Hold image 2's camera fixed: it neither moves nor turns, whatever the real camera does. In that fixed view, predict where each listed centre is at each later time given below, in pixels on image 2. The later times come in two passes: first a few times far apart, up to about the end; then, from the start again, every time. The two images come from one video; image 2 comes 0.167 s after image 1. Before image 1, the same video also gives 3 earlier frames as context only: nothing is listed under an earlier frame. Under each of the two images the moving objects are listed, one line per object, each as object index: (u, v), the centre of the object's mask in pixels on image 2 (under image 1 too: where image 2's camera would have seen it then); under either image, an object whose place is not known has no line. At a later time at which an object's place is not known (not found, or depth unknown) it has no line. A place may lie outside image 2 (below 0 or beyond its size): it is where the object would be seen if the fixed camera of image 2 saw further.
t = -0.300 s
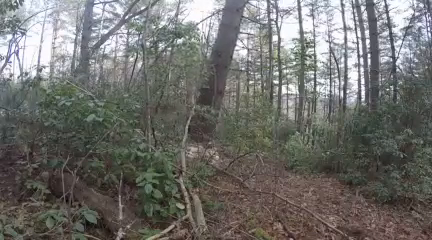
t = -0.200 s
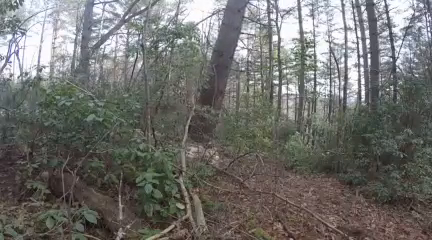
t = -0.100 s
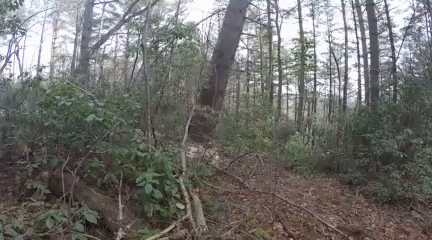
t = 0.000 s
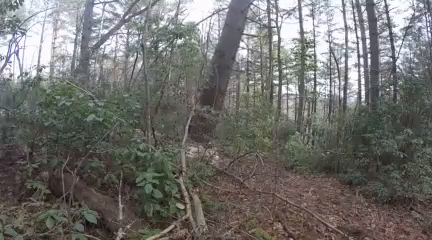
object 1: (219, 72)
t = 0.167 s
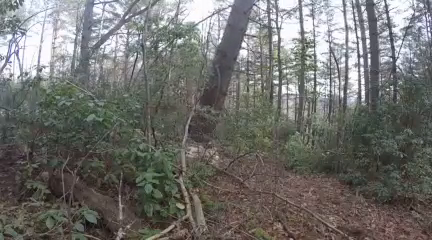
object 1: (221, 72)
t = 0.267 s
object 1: (222, 72)
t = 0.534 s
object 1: (225, 72)
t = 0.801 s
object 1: (228, 72)
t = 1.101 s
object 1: (232, 73)
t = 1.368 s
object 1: (238, 72)
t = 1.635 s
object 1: (243, 72)
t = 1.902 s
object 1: (248, 72)
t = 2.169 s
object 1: (255, 72)
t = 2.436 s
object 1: (261, 73)
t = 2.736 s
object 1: (270, 73)
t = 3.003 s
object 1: (277, 76)
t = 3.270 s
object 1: (292, 72)
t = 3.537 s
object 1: (299, 75)
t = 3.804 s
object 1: (310, 76)
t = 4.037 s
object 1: (319, 77)
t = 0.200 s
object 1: (221, 72)
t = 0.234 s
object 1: (221, 72)
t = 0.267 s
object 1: (222, 72)
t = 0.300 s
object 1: (222, 72)
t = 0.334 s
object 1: (222, 72)
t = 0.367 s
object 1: (223, 72)
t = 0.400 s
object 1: (223, 72)
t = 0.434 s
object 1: (223, 72)
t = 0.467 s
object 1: (224, 72)
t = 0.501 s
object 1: (224, 72)
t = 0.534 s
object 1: (225, 72)
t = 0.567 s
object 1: (225, 72)
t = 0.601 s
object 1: (226, 72)
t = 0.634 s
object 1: (226, 72)
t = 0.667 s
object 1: (226, 72)
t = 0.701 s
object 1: (227, 72)
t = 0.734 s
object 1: (227, 72)
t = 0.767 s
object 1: (228, 72)
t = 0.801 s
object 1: (228, 72)
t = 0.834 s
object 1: (229, 72)
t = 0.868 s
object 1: (229, 72)
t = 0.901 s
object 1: (230, 72)
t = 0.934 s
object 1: (230, 72)
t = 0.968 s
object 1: (230, 72)
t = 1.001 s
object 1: (231, 72)
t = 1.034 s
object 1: (231, 72)
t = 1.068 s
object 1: (232, 72)
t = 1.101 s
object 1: (232, 73)
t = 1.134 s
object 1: (233, 73)
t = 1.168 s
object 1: (234, 73)
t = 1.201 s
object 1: (234, 73)
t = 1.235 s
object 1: (235, 73)
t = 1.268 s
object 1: (235, 73)
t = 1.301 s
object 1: (236, 73)
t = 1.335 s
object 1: (238, 72)
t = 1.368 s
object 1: (238, 72)
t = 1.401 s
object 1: (238, 72)
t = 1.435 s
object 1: (239, 72)
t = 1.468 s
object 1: (240, 72)
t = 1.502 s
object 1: (240, 72)
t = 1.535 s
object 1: (241, 72)
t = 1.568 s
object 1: (241, 72)
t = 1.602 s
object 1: (242, 72)
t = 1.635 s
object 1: (243, 72)
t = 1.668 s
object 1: (244, 72)
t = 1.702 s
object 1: (244, 72)
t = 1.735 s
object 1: (245, 72)
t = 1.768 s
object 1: (245, 72)
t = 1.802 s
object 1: (246, 72)
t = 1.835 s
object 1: (247, 72)
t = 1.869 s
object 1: (248, 73)
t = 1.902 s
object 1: (248, 72)
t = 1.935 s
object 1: (249, 72)
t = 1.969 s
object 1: (250, 72)
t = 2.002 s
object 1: (251, 72)
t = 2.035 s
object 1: (251, 72)
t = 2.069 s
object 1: (252, 72)
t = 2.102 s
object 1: (253, 72)
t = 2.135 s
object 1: (254, 73)
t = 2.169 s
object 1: (255, 72)
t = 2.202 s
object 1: (256, 72)
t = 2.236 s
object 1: (256, 72)
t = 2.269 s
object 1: (257, 73)
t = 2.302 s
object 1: (257, 73)
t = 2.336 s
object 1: (258, 73)
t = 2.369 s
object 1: (259, 73)
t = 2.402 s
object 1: (259, 73)
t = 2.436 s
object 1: (261, 73)
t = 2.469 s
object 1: (262, 73)
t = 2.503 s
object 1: (262, 73)
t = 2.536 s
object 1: (263, 73)
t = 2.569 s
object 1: (263, 74)
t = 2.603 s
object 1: (264, 74)
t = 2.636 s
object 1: (265, 74)
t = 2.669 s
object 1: (268, 73)
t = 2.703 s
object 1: (269, 73)
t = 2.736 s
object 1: (270, 73)
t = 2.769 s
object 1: (271, 74)
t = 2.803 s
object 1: (272, 74)
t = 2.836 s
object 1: (273, 74)
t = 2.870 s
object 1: (274, 74)
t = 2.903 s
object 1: (276, 74)
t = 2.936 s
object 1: (276, 75)
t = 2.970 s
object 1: (277, 75)
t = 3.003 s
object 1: (277, 76)
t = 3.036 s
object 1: (280, 74)
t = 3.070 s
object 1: (279, 75)
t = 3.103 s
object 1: (284, 73)
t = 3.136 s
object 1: (282, 75)
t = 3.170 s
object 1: (286, 73)
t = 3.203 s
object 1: (287, 73)
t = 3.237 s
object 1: (289, 73)
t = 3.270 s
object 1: (292, 72)
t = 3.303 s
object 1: (290, 74)
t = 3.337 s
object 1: (295, 72)
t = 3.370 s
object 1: (297, 71)
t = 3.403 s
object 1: (299, 71)
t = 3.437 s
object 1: (299, 72)
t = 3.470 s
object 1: (299, 74)
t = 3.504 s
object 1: (298, 74)
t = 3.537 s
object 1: (299, 75)
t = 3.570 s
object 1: (300, 75)
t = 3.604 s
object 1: (302, 75)
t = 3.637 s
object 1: (303, 75)
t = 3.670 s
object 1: (304, 75)
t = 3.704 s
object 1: (305, 75)
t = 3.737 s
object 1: (309, 75)
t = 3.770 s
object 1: (310, 75)
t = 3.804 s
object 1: (310, 76)
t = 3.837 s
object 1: (310, 77)
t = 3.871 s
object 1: (309, 78)
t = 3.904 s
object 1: (312, 77)
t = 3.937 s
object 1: (314, 77)
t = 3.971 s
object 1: (313, 78)
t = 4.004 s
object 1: (314, 79)
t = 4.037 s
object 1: (319, 77)
